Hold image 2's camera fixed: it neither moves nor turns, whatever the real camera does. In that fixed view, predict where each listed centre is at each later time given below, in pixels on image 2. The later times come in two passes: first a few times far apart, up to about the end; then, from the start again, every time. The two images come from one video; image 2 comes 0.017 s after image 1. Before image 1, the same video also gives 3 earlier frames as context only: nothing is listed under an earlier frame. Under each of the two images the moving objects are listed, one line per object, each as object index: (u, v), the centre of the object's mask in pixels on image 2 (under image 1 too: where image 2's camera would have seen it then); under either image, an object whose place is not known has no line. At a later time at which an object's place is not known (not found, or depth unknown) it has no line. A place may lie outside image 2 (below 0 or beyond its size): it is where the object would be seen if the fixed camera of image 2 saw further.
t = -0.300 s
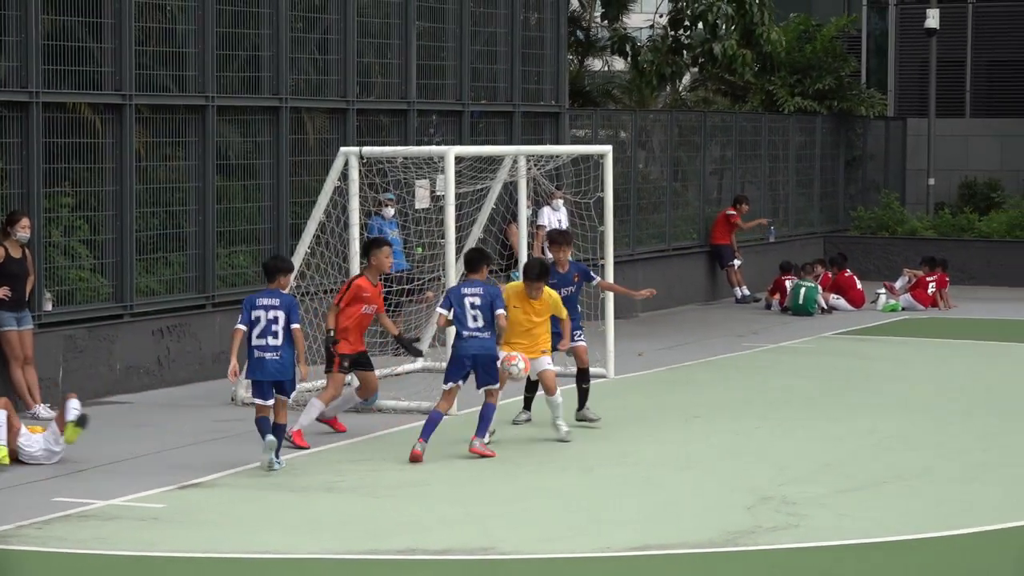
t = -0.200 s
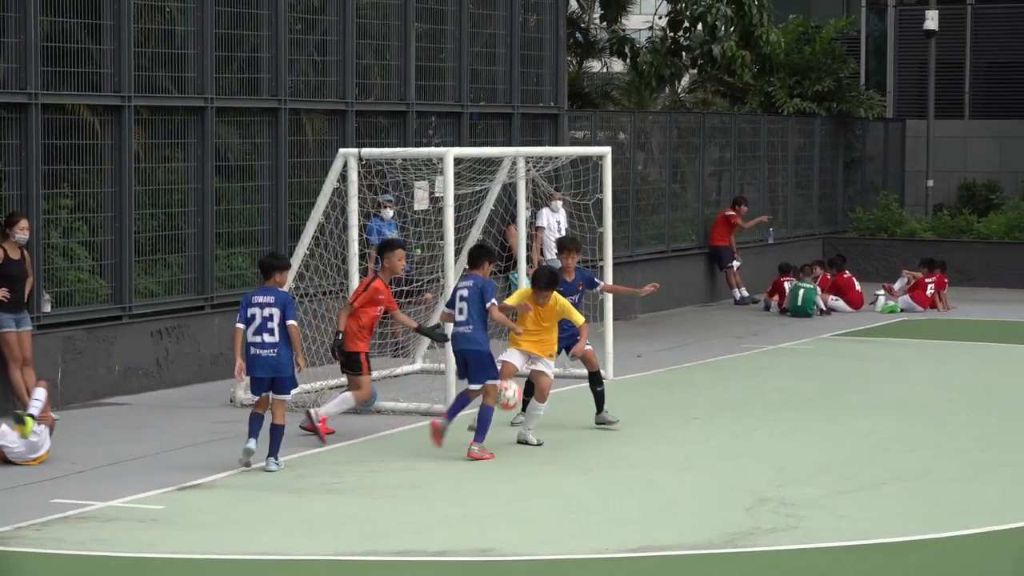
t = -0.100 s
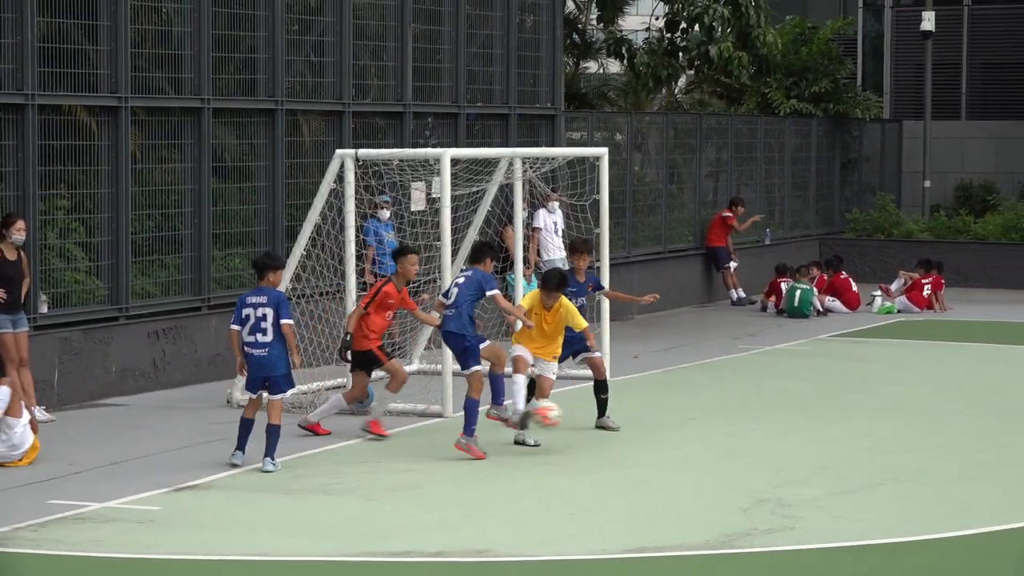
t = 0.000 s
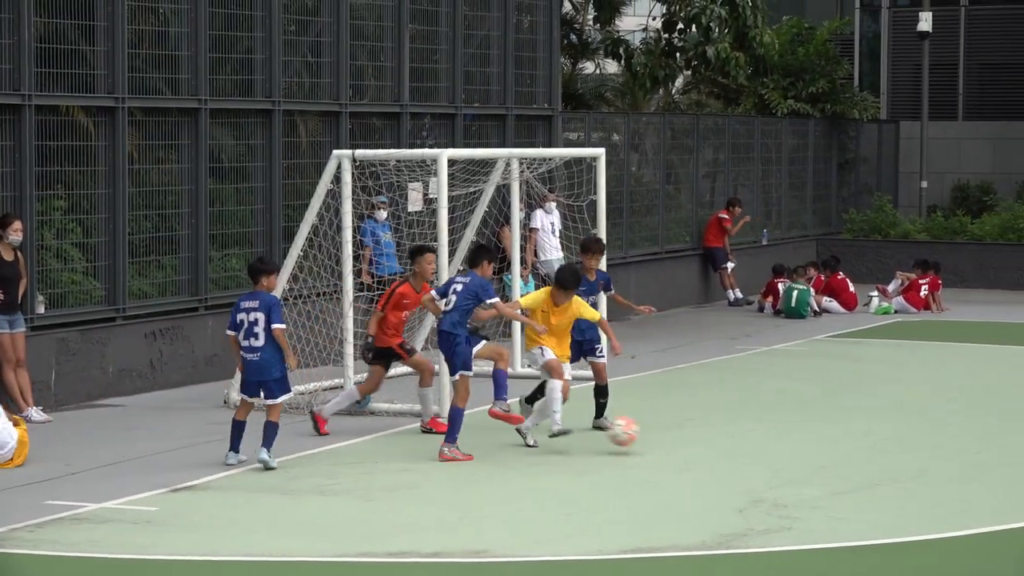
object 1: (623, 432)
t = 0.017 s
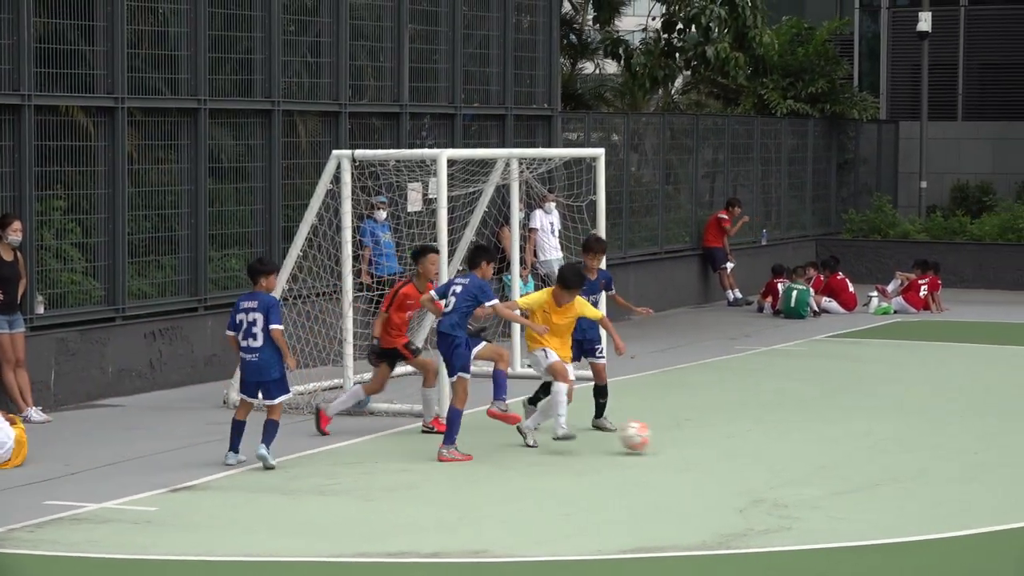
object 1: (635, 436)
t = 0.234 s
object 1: (757, 436)
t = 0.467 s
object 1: (878, 438)
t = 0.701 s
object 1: (997, 442)
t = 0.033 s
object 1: (647, 440)
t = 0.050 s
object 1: (657, 439)
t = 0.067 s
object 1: (667, 437)
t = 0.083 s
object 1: (676, 435)
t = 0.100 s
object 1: (685, 434)
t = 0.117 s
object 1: (695, 433)
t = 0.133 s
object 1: (703, 432)
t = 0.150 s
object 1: (712, 432)
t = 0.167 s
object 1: (722, 431)
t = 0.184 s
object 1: (730, 432)
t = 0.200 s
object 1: (739, 433)
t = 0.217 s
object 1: (748, 434)
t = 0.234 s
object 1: (757, 436)
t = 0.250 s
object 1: (765, 438)
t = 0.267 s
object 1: (774, 439)
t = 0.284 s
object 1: (782, 437)
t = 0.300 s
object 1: (791, 436)
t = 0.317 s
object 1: (800, 435)
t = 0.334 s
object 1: (809, 435)
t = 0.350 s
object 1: (817, 435)
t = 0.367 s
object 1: (826, 435)
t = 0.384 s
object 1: (834, 435)
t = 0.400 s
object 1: (844, 436)
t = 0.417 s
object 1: (852, 438)
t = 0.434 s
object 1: (861, 439)
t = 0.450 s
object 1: (870, 439)
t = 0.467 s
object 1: (878, 438)
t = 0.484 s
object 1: (887, 437)
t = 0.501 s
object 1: (896, 437)
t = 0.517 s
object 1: (904, 437)
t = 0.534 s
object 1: (913, 437)
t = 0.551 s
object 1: (922, 438)
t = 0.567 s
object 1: (930, 439)
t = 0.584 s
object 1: (939, 441)
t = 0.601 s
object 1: (947, 441)
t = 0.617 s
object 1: (955, 441)
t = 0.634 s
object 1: (964, 441)
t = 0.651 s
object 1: (972, 442)
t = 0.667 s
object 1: (980, 442)
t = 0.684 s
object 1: (988, 443)
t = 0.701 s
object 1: (997, 442)
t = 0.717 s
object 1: (1006, 443)
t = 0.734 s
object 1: (1014, 443)
